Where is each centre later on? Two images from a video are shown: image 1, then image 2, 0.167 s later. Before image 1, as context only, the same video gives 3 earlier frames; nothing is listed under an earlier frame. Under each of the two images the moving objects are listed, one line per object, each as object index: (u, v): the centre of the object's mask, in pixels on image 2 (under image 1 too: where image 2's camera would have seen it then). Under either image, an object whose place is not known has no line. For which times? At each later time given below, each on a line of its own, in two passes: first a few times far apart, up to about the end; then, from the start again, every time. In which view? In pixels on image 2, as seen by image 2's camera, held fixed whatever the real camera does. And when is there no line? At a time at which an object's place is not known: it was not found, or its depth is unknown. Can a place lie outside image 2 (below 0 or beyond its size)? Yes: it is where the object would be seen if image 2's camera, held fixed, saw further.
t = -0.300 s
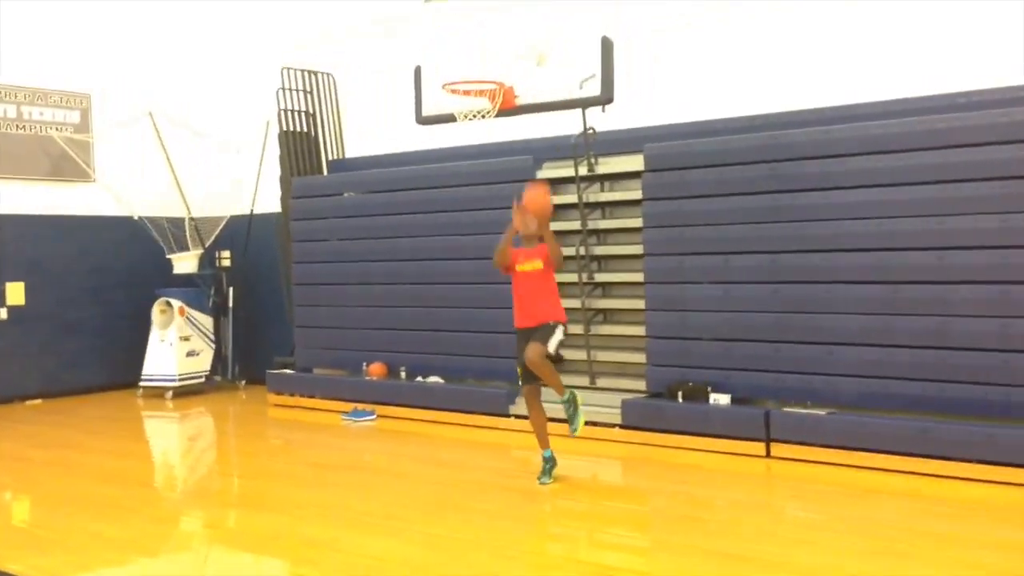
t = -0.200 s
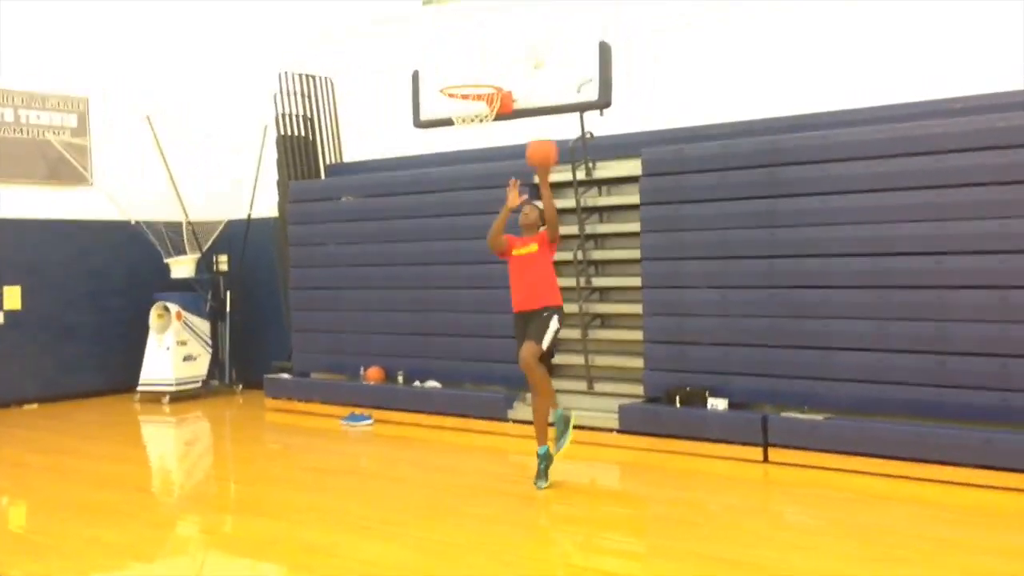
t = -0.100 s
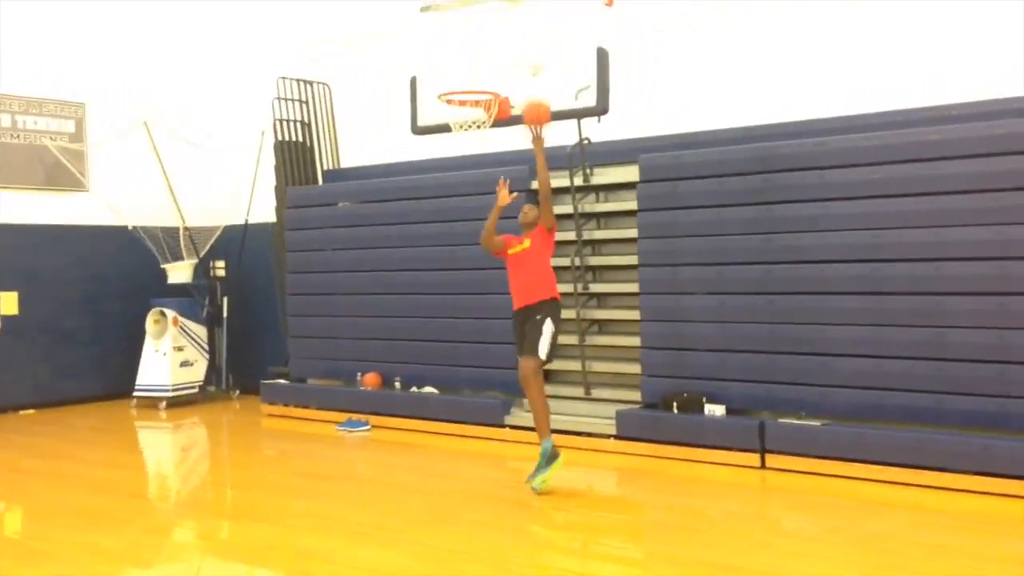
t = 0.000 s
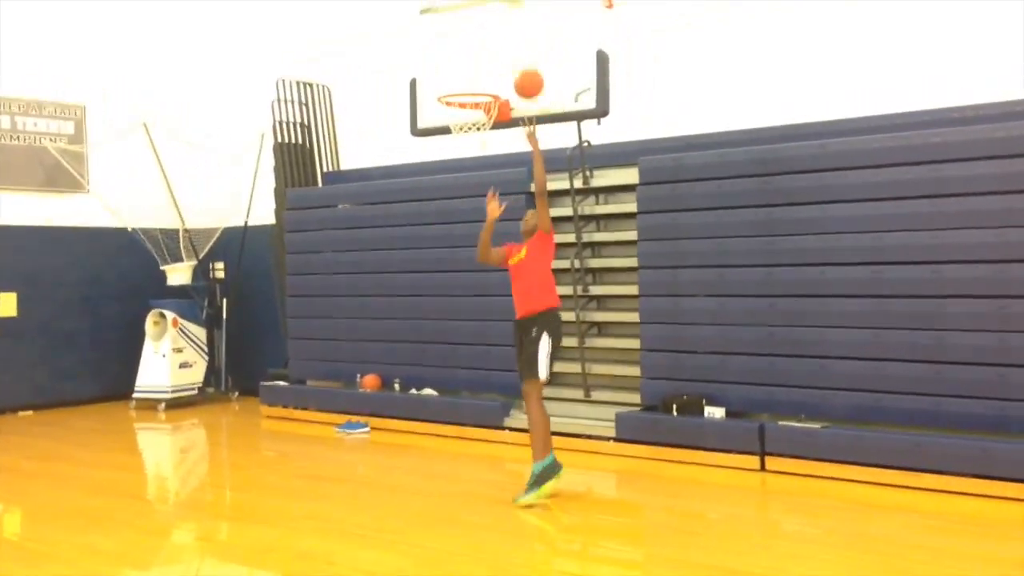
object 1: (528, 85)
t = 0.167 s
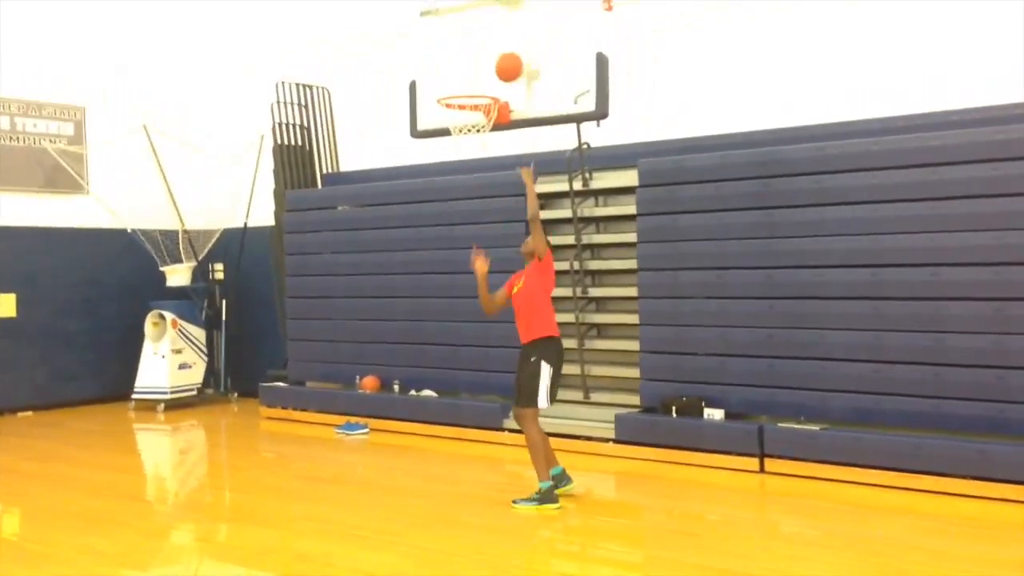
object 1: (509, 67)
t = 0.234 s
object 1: (498, 70)
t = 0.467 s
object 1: (460, 129)
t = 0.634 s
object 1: (444, 199)
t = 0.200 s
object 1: (504, 68)
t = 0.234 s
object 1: (498, 70)
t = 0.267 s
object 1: (493, 74)
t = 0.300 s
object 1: (487, 79)
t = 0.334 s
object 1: (482, 85)
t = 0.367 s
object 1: (476, 93)
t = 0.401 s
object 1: (471, 104)
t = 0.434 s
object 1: (467, 114)
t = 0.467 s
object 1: (460, 129)
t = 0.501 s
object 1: (456, 139)
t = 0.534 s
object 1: (453, 156)
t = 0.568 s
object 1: (450, 170)
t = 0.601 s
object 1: (447, 183)
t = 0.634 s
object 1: (444, 199)
